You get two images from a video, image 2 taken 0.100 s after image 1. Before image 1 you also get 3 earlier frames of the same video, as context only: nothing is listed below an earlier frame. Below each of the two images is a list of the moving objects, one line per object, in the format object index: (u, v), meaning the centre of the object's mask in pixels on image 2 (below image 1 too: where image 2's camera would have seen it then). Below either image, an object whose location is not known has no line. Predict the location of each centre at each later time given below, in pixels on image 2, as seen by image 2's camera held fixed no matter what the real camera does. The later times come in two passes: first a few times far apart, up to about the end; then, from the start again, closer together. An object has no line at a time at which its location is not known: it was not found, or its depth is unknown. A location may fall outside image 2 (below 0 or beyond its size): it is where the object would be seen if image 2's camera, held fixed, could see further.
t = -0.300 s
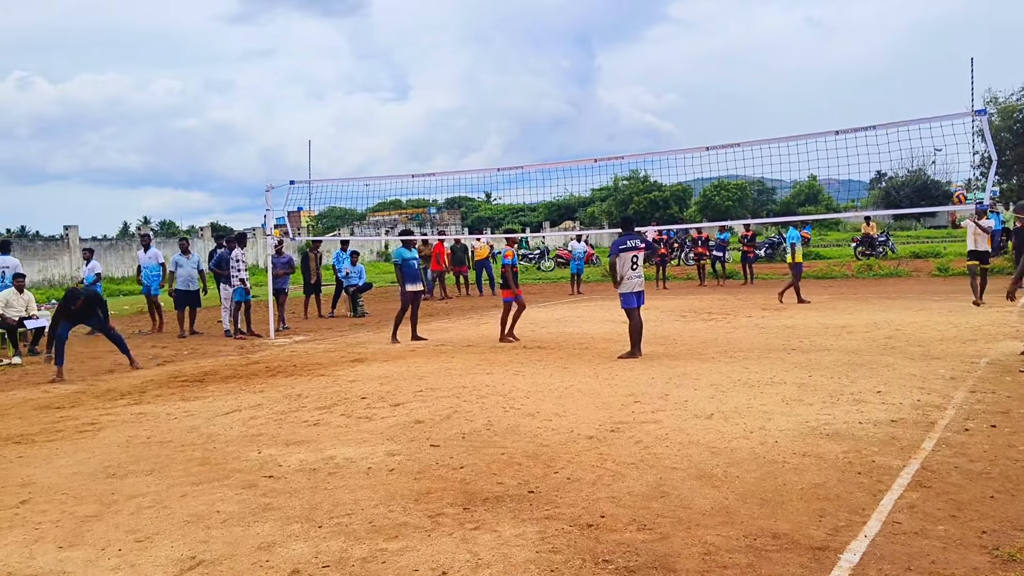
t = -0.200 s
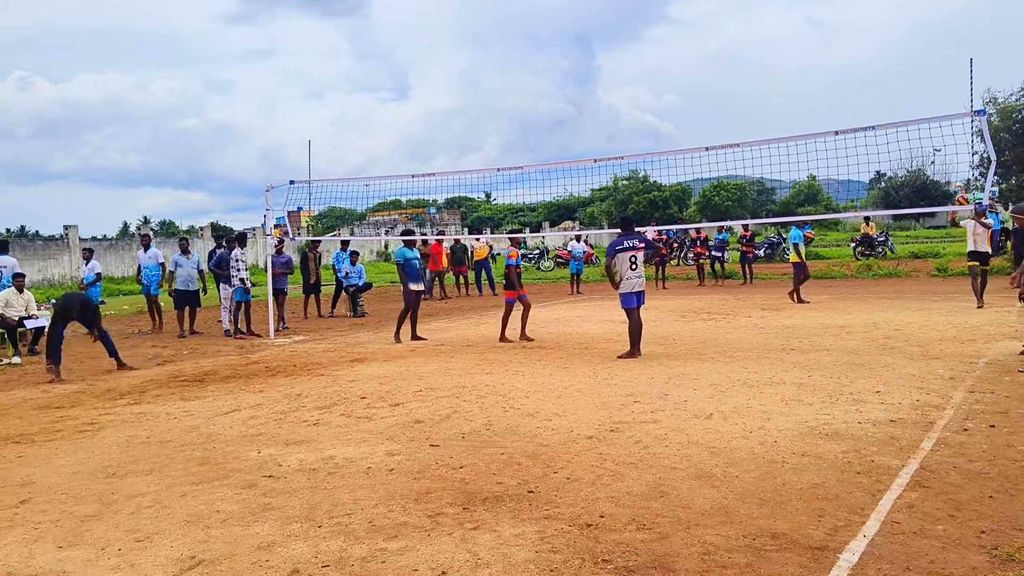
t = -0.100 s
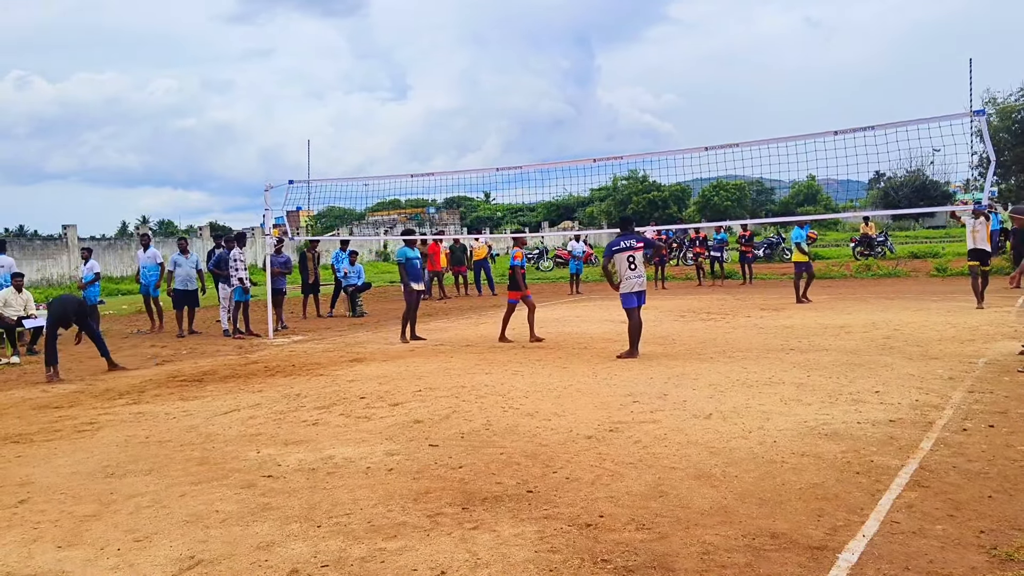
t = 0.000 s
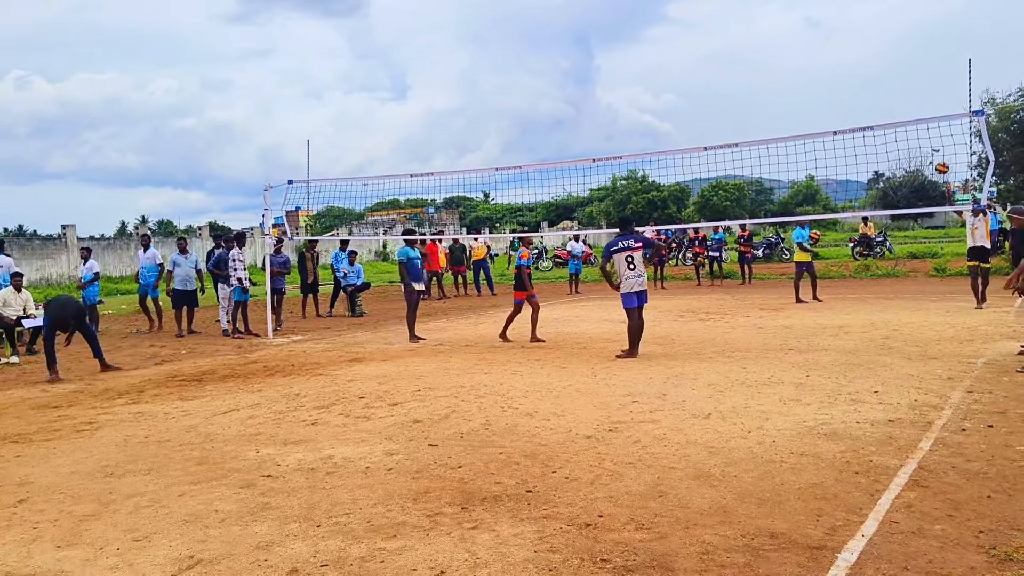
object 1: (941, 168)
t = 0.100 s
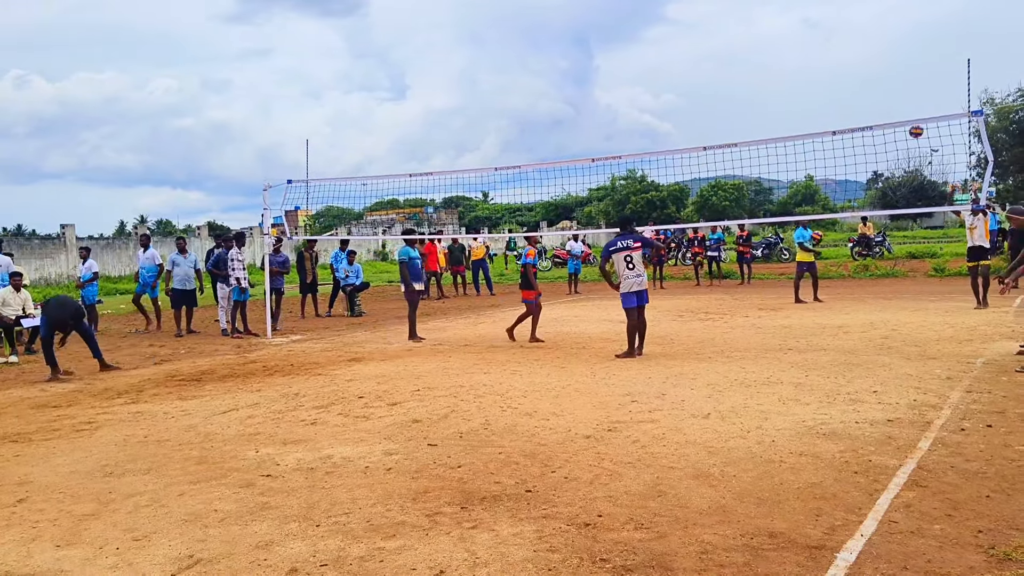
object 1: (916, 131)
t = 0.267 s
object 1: (874, 82)
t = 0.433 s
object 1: (830, 51)
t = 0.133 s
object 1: (908, 117)
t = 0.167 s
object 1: (899, 110)
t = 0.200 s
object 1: (891, 100)
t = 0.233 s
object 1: (883, 91)
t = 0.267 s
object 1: (874, 82)
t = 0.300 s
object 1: (865, 75)
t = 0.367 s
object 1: (848, 61)
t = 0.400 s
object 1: (839, 56)
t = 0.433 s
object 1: (830, 51)
